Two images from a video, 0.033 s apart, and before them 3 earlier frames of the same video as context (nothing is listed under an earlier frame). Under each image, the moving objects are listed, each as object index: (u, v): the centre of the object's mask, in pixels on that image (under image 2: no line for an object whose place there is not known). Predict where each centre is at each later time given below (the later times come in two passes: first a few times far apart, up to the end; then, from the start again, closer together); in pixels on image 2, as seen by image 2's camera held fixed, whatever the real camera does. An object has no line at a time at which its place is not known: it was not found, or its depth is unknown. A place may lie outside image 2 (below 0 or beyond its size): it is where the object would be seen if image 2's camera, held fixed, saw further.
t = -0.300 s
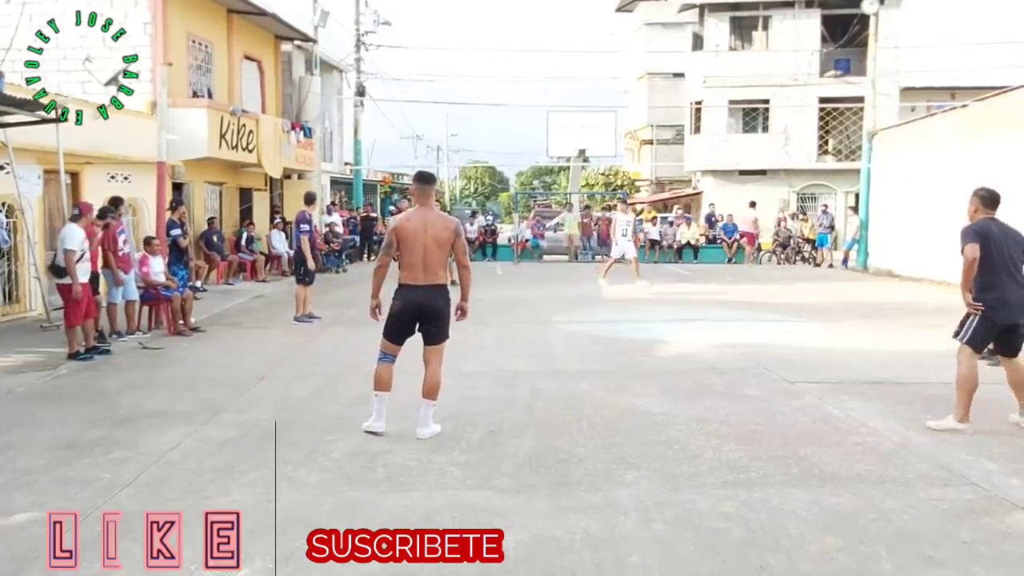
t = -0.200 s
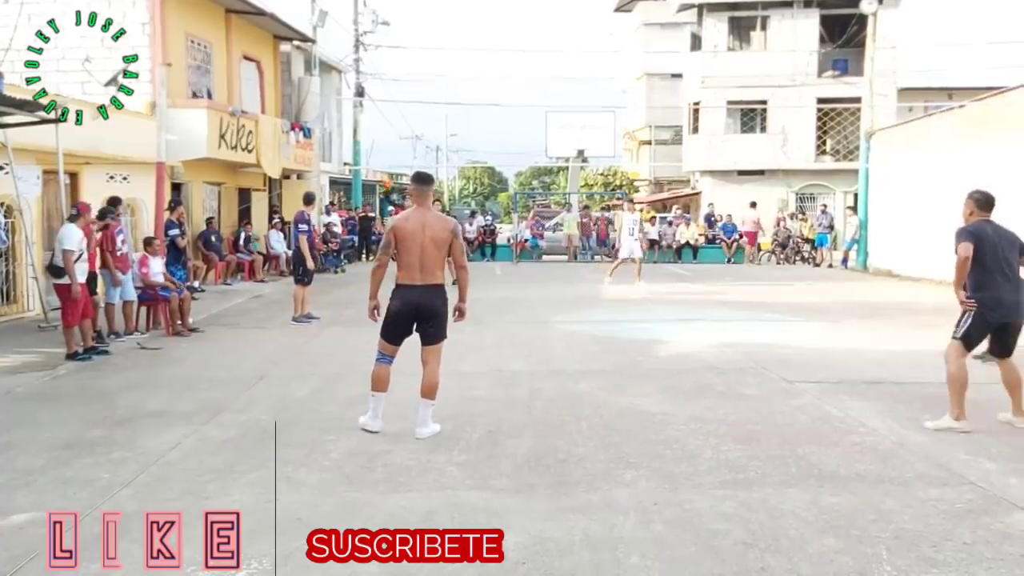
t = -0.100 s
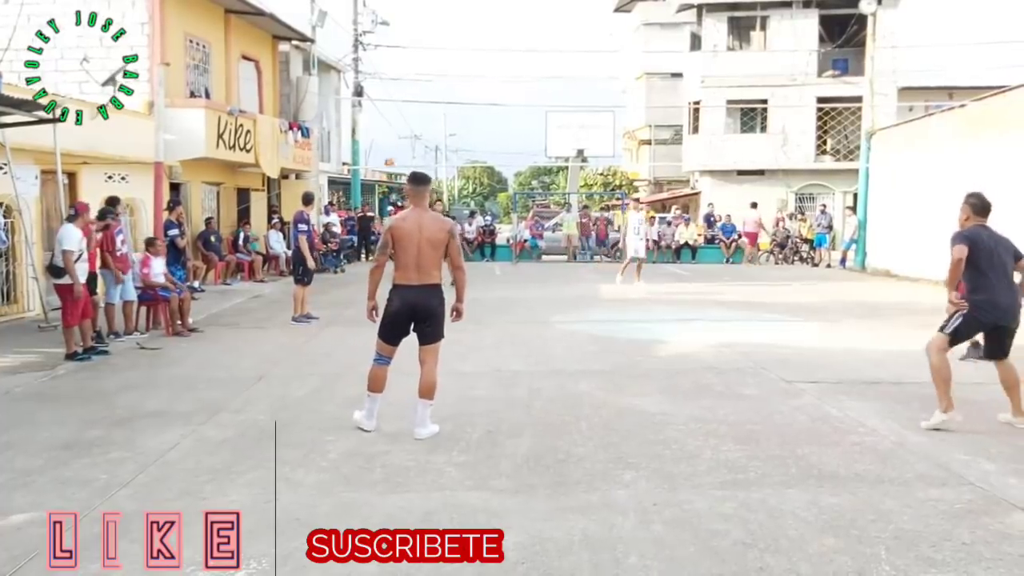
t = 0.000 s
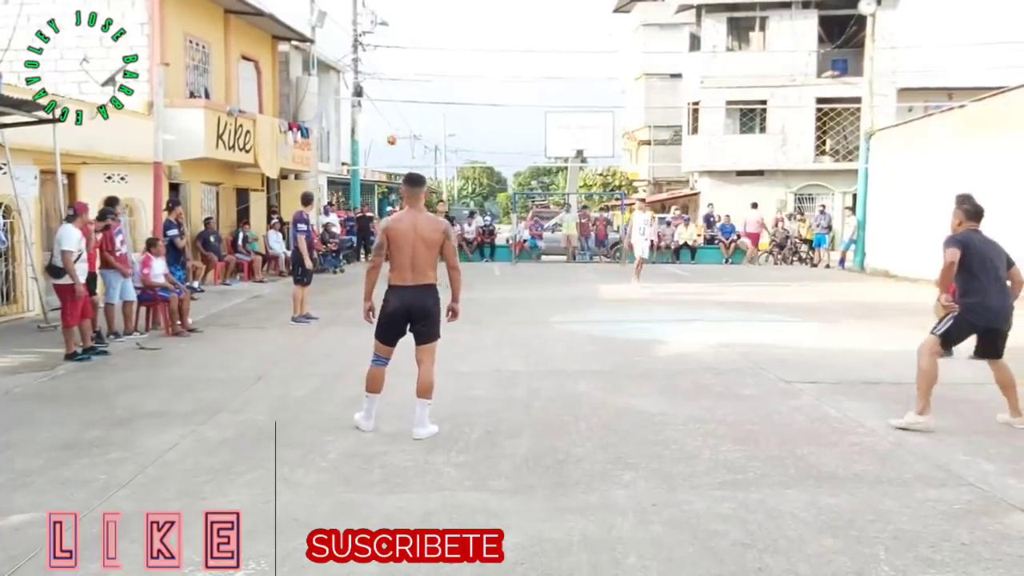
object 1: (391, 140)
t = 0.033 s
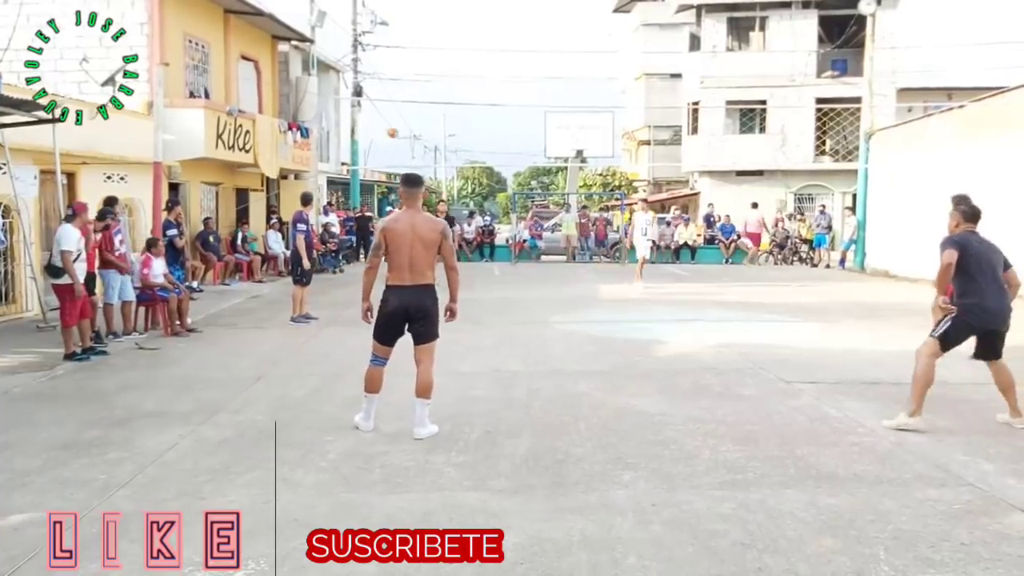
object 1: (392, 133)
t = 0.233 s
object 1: (400, 94)
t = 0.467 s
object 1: (407, 69)
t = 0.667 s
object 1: (420, 72)
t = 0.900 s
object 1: (440, 130)
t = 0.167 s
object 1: (397, 106)
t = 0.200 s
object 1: (399, 99)
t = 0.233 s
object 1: (400, 94)
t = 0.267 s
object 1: (401, 89)
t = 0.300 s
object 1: (401, 84)
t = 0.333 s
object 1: (402, 80)
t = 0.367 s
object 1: (403, 76)
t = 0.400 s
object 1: (404, 73)
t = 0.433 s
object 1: (406, 71)
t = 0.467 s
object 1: (407, 69)
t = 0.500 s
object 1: (408, 67)
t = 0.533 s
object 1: (410, 66)
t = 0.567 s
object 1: (413, 67)
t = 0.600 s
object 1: (415, 68)
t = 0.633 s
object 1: (417, 69)
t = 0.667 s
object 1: (420, 72)
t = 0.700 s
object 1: (423, 75)
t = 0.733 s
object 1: (425, 80)
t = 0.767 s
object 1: (428, 87)
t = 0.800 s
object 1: (431, 95)
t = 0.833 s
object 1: (434, 104)
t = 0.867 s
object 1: (437, 115)
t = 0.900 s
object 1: (440, 130)
